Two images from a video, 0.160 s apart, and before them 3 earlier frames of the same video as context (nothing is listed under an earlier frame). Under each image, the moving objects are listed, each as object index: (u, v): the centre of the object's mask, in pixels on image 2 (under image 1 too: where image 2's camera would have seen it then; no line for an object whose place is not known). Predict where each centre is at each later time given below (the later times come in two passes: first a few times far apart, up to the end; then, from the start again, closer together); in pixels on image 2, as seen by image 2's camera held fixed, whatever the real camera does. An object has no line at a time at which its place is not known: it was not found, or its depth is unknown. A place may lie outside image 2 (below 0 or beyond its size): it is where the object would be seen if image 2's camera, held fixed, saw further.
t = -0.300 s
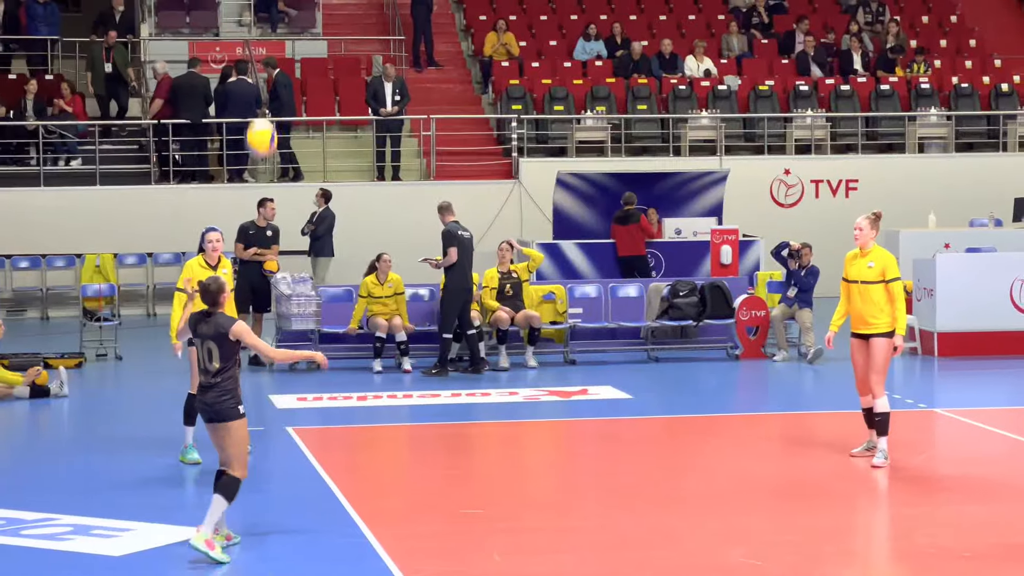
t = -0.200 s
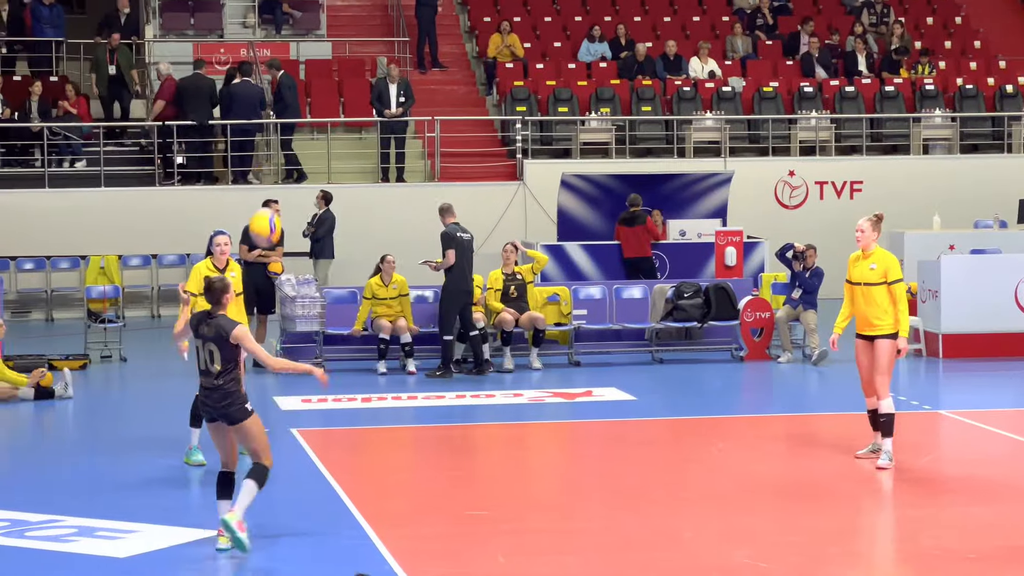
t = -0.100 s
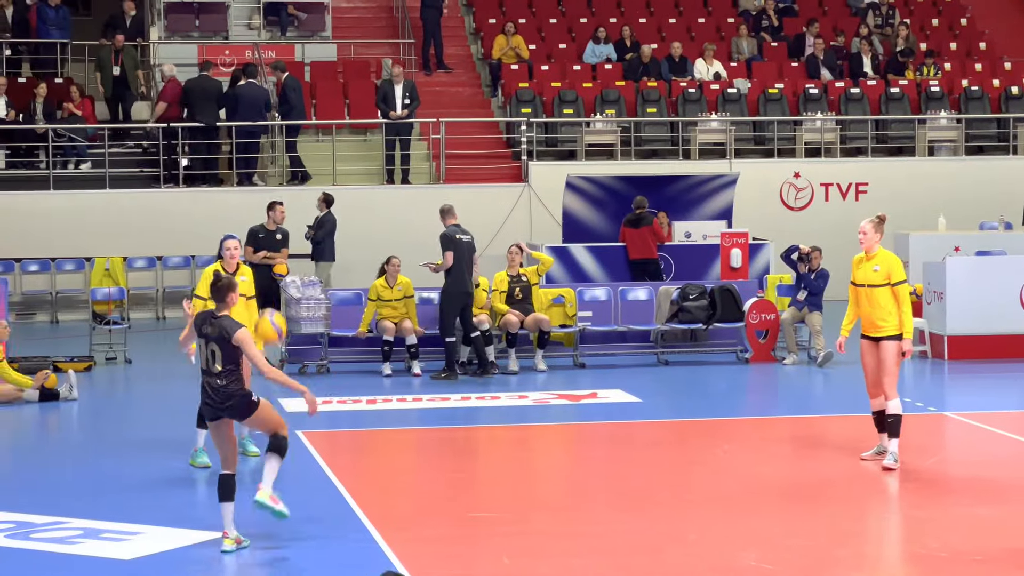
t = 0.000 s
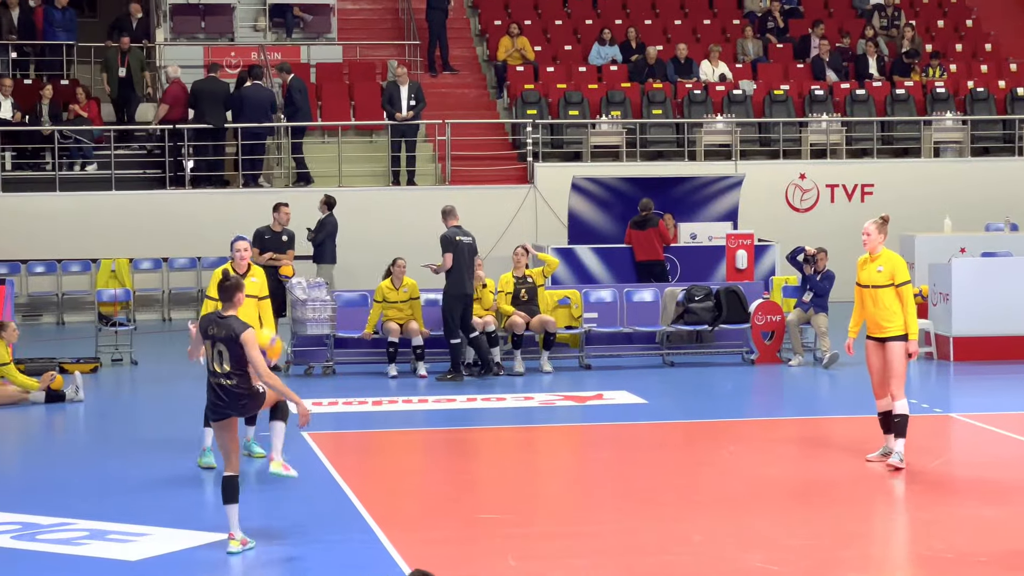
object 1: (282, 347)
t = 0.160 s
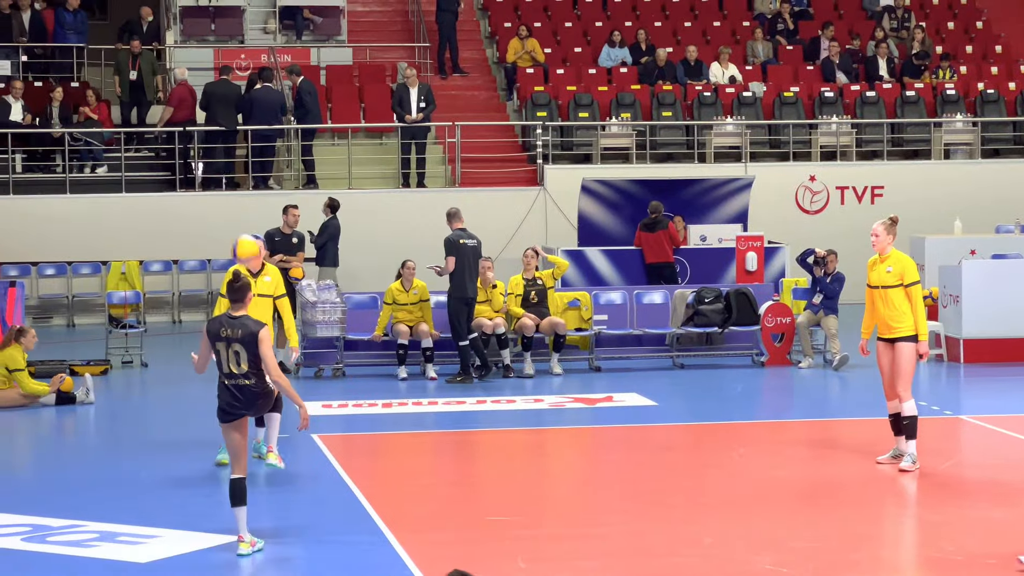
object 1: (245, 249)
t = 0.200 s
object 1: (235, 227)
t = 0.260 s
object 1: (227, 208)
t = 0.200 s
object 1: (235, 227)
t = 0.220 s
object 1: (232, 220)
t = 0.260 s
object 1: (227, 208)
